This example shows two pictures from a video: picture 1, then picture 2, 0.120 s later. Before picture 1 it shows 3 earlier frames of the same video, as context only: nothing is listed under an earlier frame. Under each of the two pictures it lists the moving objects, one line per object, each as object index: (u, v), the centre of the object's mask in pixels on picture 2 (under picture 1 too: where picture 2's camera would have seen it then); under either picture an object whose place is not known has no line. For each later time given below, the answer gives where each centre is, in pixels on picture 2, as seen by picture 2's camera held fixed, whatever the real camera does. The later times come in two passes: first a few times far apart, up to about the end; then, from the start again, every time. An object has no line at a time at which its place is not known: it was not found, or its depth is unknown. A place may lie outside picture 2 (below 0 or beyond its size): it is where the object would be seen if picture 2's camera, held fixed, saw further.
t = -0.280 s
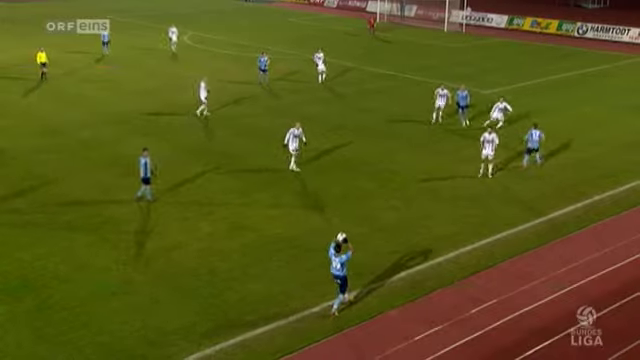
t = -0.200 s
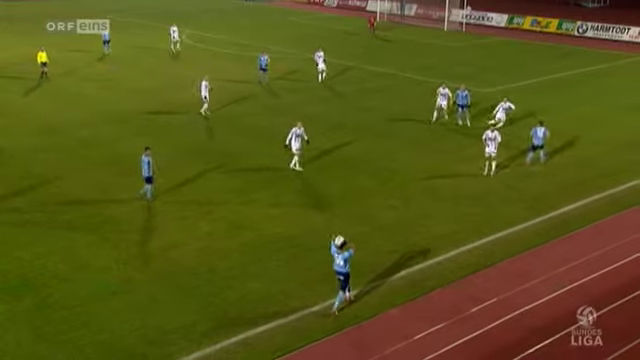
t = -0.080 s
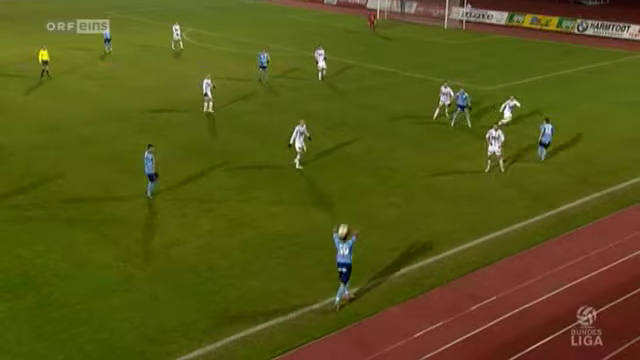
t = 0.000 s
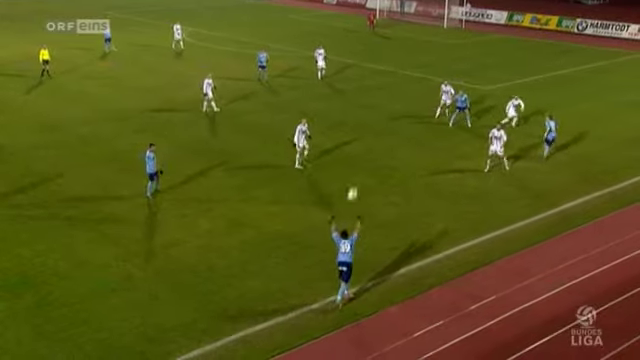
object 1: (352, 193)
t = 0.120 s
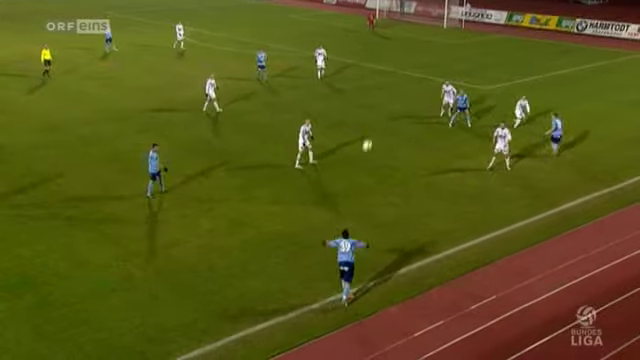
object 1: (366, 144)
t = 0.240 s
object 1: (380, 106)
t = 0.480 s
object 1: (405, 56)
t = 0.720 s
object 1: (426, 33)
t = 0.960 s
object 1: (442, 30)
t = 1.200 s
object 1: (453, 43)
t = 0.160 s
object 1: (371, 130)
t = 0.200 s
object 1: (376, 117)
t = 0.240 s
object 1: (380, 106)
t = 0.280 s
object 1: (384, 95)
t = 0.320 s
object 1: (390, 85)
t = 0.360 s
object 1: (394, 77)
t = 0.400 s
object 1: (397, 69)
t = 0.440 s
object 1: (401, 62)
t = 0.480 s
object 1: (405, 56)
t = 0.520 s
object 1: (408, 50)
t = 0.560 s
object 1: (413, 45)
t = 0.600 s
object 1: (416, 41)
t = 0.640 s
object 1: (421, 38)
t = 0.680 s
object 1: (423, 35)
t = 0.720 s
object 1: (426, 33)
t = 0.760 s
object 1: (429, 31)
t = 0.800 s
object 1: (432, 30)
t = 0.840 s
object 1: (435, 29)
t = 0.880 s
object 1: (437, 29)
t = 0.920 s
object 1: (440, 30)
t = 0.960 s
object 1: (442, 30)
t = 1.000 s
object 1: (444, 32)
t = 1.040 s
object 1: (446, 33)
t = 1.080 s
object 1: (448, 35)
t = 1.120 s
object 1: (450, 38)
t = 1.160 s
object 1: (452, 40)
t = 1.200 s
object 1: (453, 43)
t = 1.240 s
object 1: (455, 47)
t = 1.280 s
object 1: (456, 51)
